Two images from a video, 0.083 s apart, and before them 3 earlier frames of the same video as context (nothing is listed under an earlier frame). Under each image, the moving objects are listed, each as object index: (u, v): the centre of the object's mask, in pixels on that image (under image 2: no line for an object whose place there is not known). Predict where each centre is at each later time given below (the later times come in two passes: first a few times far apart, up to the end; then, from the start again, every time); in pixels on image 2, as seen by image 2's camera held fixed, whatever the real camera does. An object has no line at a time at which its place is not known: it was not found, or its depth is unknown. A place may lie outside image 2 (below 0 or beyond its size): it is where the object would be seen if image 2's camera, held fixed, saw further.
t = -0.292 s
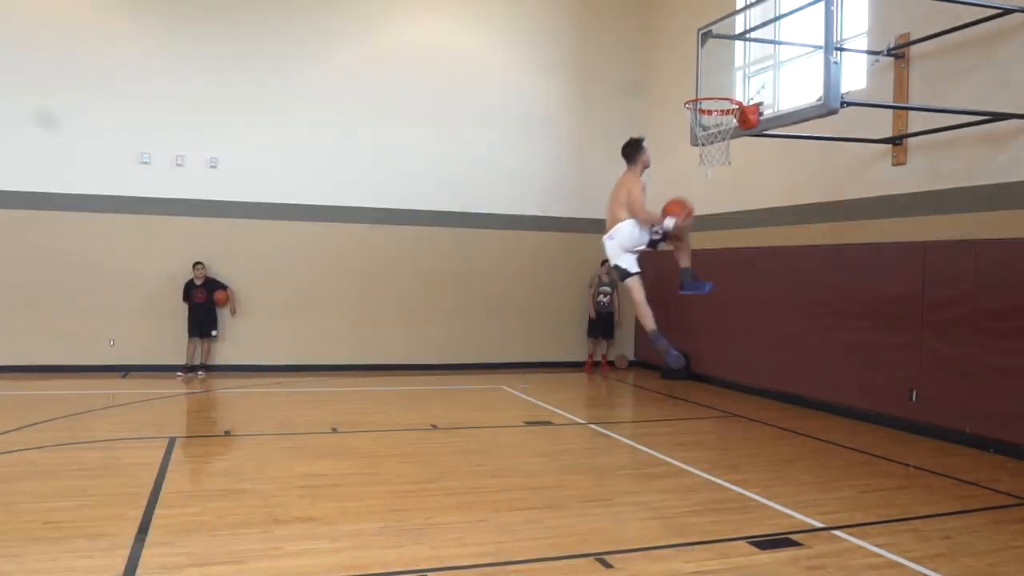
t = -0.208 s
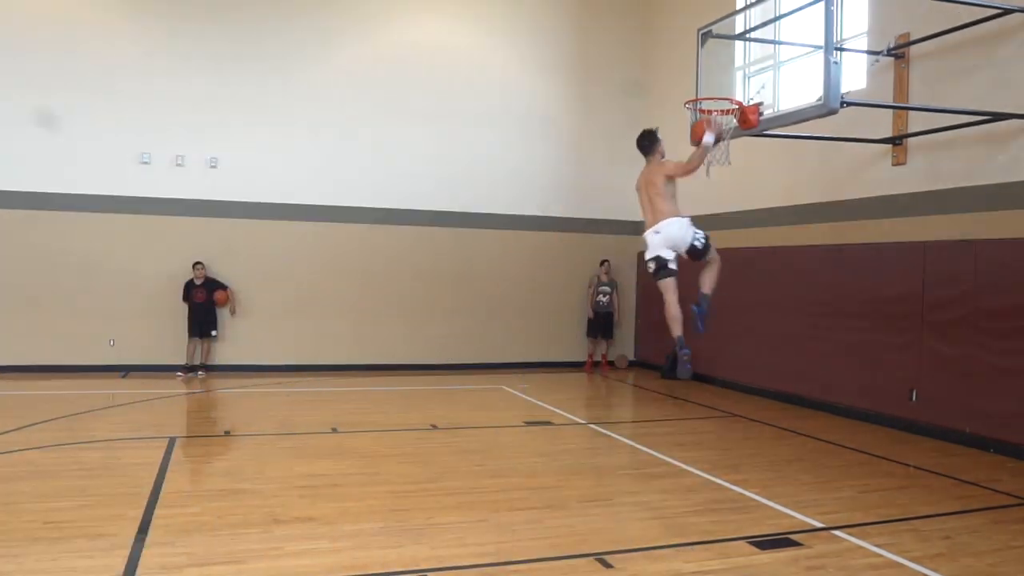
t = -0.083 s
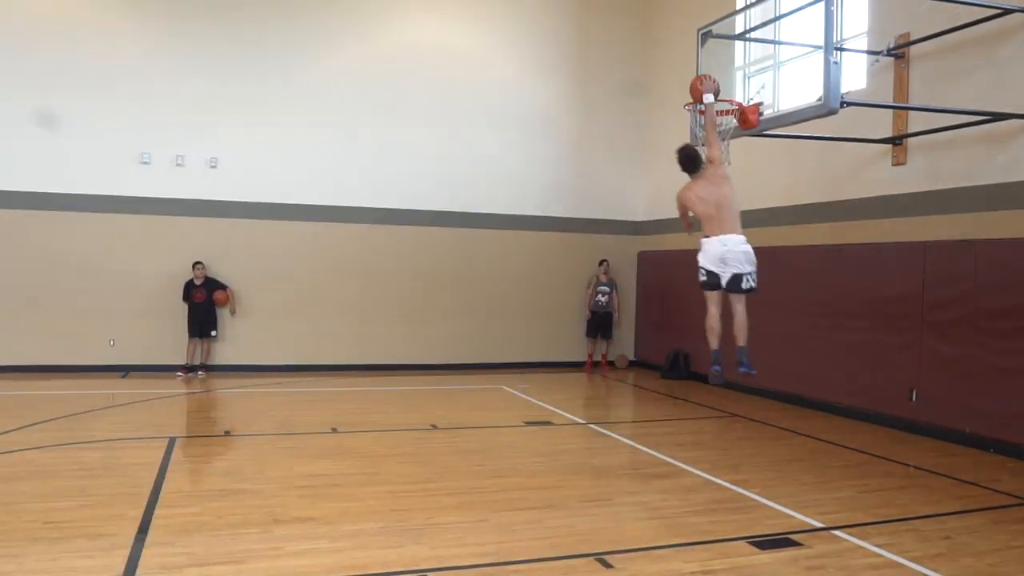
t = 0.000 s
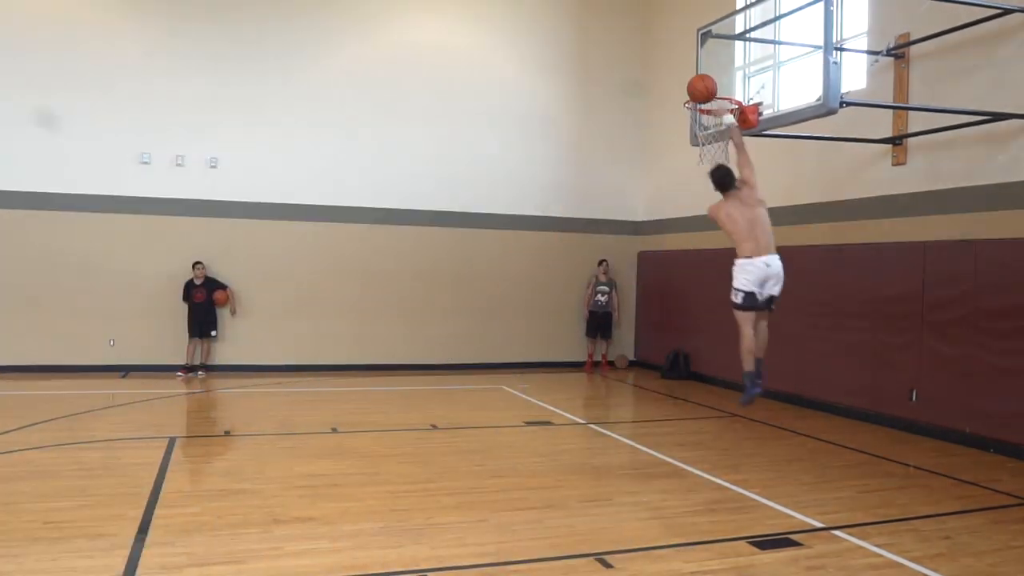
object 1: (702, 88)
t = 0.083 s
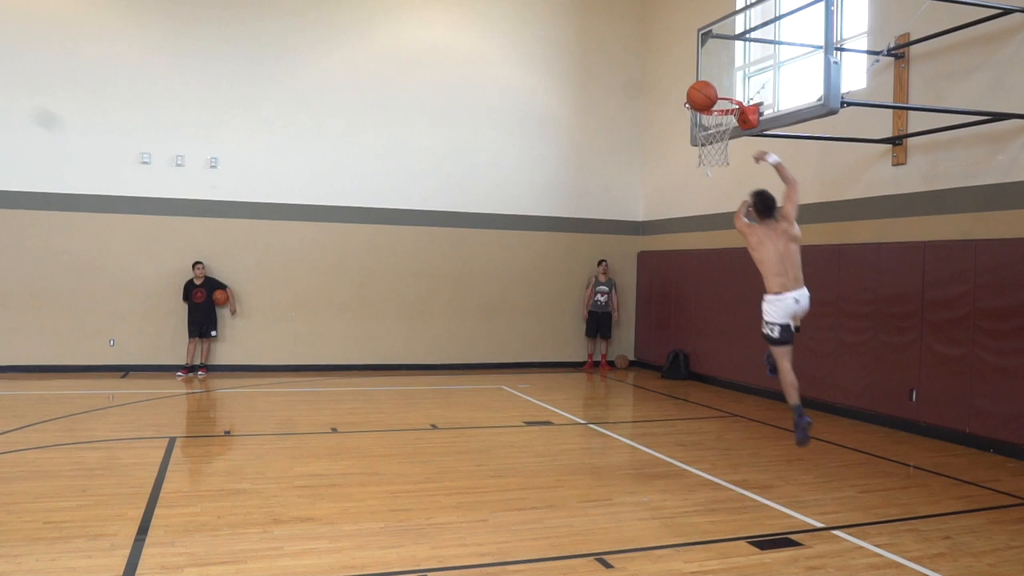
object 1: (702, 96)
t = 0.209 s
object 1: (702, 124)
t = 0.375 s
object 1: (700, 198)
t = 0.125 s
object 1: (702, 103)
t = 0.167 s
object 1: (701, 112)
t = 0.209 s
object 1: (702, 124)
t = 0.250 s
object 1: (701, 138)
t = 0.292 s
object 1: (701, 156)
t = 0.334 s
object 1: (701, 175)
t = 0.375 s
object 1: (700, 198)
